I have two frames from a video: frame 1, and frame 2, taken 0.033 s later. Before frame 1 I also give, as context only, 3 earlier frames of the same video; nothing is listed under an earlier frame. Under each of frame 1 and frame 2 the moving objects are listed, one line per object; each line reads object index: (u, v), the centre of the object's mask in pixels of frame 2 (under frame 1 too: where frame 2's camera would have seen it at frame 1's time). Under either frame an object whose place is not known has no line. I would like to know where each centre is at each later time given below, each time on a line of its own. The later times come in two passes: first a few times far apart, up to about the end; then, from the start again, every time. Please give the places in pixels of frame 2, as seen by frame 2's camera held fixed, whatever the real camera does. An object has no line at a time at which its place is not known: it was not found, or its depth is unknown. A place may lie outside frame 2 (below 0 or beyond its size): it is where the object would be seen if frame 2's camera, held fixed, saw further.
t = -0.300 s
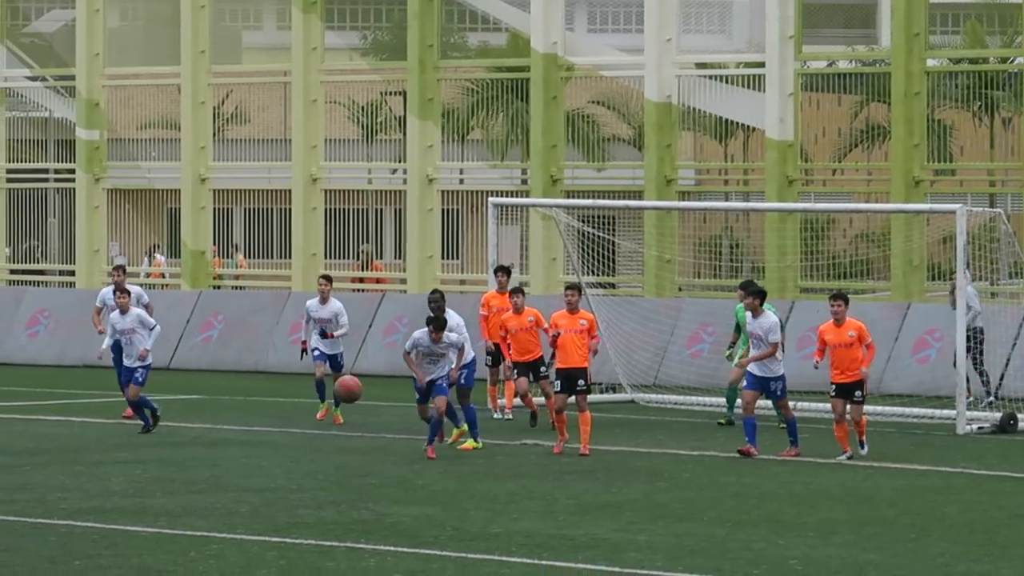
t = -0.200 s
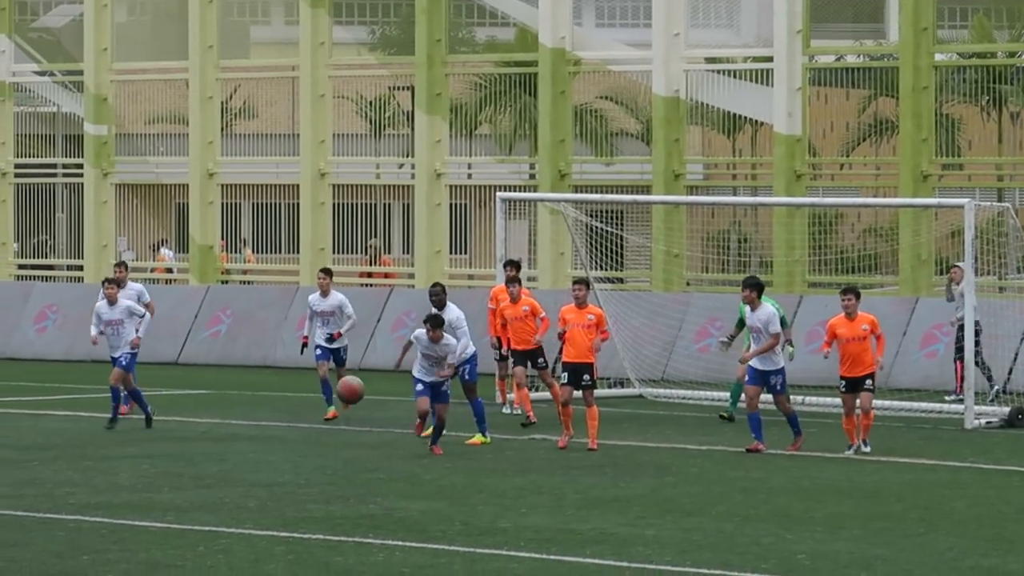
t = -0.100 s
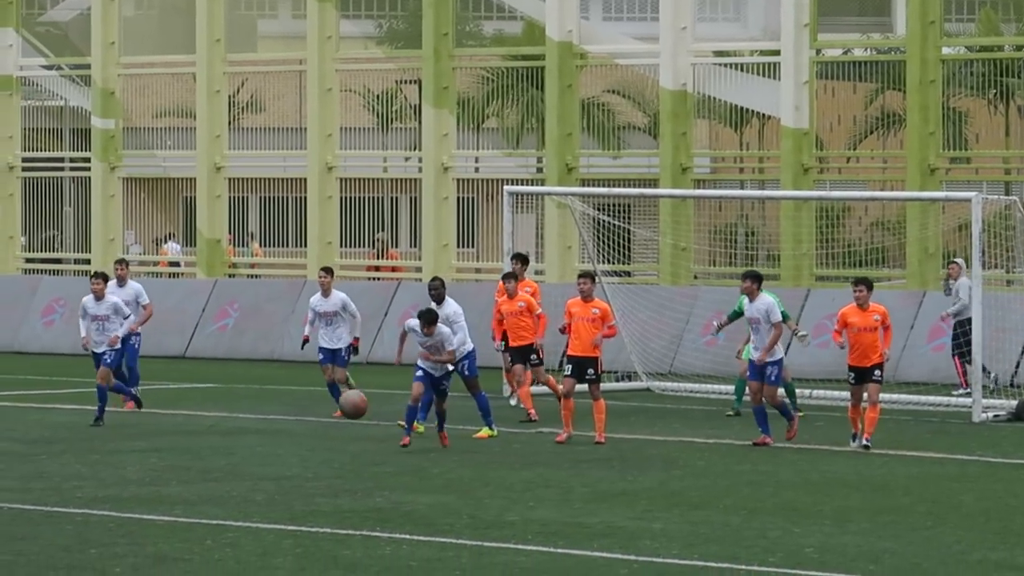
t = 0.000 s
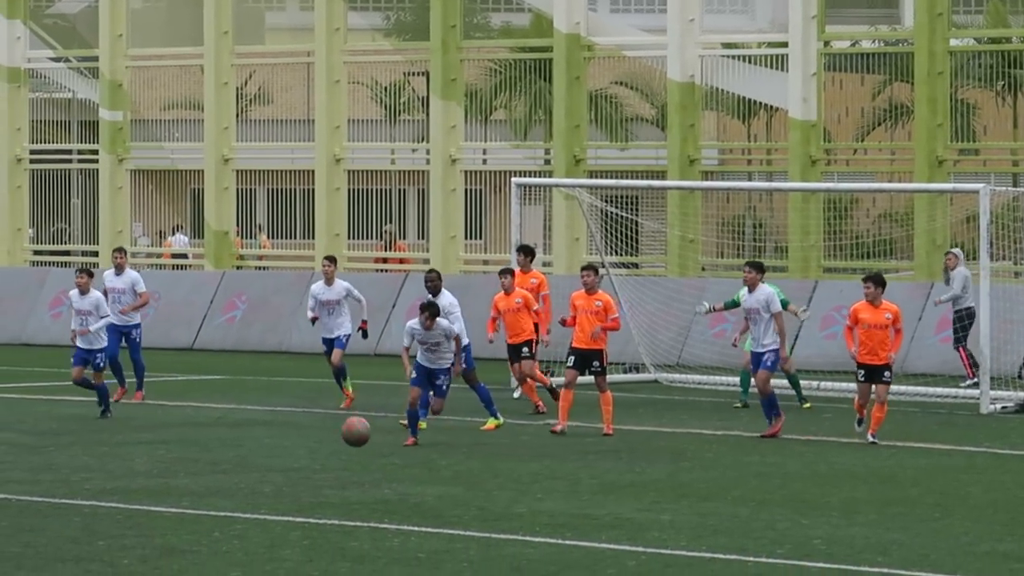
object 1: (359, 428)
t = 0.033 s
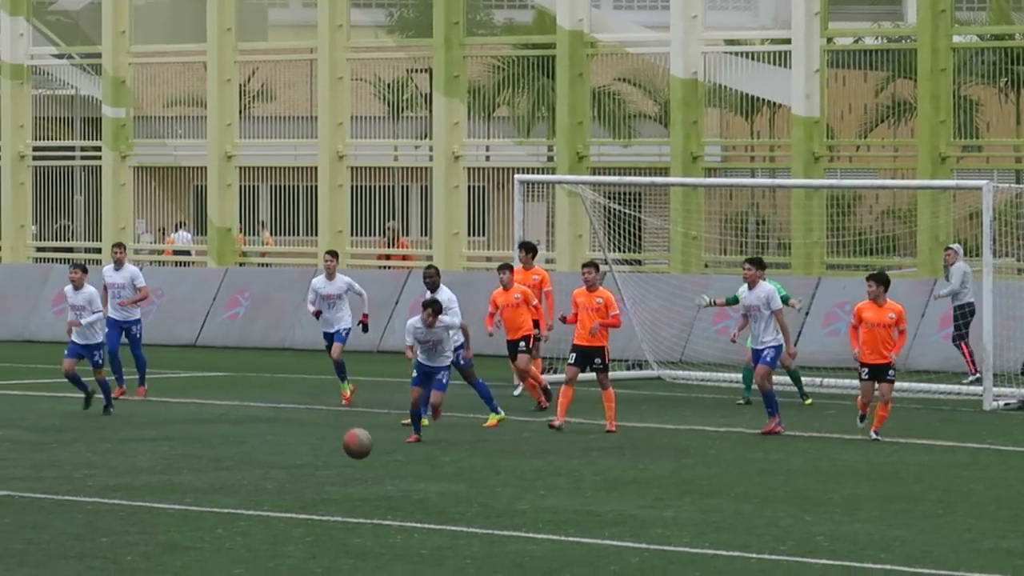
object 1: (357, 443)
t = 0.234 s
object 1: (350, 535)
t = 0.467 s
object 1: (339, 505)
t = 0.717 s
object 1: (334, 566)
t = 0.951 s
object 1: (329, 589)
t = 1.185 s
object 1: (328, 631)
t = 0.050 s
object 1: (357, 451)
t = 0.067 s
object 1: (356, 460)
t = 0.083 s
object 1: (356, 470)
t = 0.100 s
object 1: (355, 479)
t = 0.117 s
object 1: (354, 489)
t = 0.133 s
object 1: (354, 499)
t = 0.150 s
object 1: (353, 510)
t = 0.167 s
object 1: (352, 521)
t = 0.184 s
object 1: (352, 534)
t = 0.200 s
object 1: (352, 544)
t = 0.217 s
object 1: (351, 541)
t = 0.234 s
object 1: (350, 535)
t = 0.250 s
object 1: (349, 531)
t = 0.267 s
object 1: (348, 526)
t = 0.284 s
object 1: (348, 523)
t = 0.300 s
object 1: (347, 519)
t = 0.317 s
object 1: (346, 515)
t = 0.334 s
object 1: (345, 513)
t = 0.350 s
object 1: (344, 510)
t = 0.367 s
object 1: (344, 508)
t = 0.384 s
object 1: (343, 507)
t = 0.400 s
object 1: (342, 505)
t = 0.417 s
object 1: (341, 504)
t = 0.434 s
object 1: (341, 504)
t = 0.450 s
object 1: (340, 504)
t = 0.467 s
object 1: (339, 505)
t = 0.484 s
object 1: (339, 505)
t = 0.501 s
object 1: (338, 507)
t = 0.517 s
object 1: (338, 509)
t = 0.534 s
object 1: (337, 511)
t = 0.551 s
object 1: (337, 513)
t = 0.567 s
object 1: (337, 517)
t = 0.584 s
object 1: (336, 520)
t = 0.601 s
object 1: (336, 525)
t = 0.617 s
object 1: (335, 529)
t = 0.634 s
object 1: (335, 534)
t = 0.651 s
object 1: (335, 539)
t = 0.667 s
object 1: (335, 545)
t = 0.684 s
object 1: (335, 552)
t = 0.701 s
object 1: (334, 559)
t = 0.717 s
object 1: (334, 566)
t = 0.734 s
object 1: (334, 574)
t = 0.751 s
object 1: (334, 583)
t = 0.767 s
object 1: (333, 592)
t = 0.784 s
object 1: (333, 600)
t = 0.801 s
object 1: (332, 598)
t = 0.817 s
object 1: (332, 595)
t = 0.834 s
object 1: (332, 593)
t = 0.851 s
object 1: (331, 591)
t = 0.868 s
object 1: (331, 589)
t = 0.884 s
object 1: (330, 588)
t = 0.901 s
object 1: (330, 588)
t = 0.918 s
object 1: (330, 588)
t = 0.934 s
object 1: (330, 588)
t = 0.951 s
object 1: (329, 589)
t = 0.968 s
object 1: (329, 591)
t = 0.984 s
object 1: (329, 592)
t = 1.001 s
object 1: (329, 595)
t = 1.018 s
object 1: (328, 598)
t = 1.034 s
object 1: (328, 601)
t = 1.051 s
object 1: (328, 605)
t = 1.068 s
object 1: (328, 609)
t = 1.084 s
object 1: (328, 614)
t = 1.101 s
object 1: (328, 620)
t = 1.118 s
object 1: (328, 625)
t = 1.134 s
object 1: (328, 632)
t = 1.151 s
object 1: (328, 634)
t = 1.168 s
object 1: (328, 632)
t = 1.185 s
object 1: (328, 631)
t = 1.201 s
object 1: (327, 629)
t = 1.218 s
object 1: (327, 629)
